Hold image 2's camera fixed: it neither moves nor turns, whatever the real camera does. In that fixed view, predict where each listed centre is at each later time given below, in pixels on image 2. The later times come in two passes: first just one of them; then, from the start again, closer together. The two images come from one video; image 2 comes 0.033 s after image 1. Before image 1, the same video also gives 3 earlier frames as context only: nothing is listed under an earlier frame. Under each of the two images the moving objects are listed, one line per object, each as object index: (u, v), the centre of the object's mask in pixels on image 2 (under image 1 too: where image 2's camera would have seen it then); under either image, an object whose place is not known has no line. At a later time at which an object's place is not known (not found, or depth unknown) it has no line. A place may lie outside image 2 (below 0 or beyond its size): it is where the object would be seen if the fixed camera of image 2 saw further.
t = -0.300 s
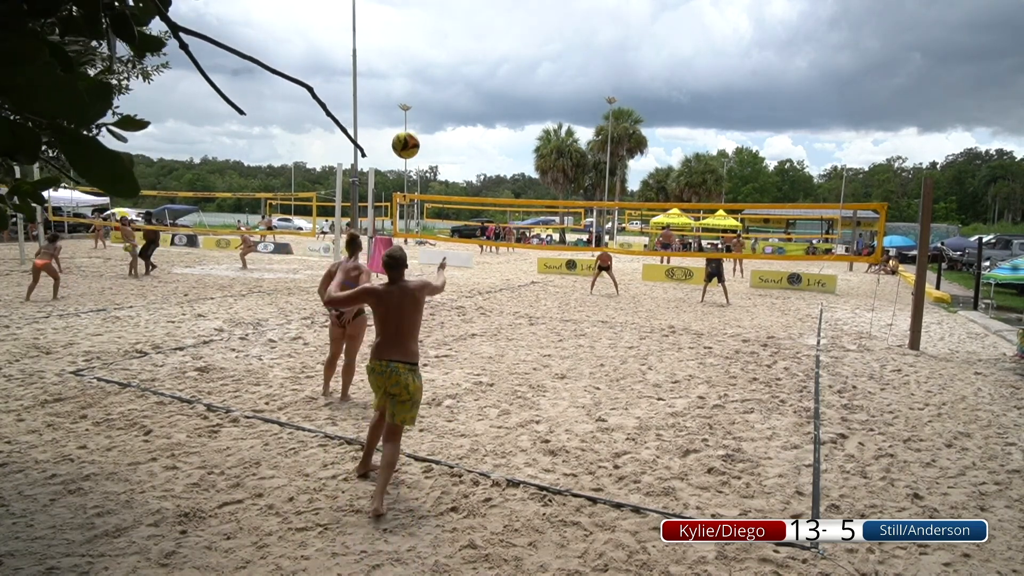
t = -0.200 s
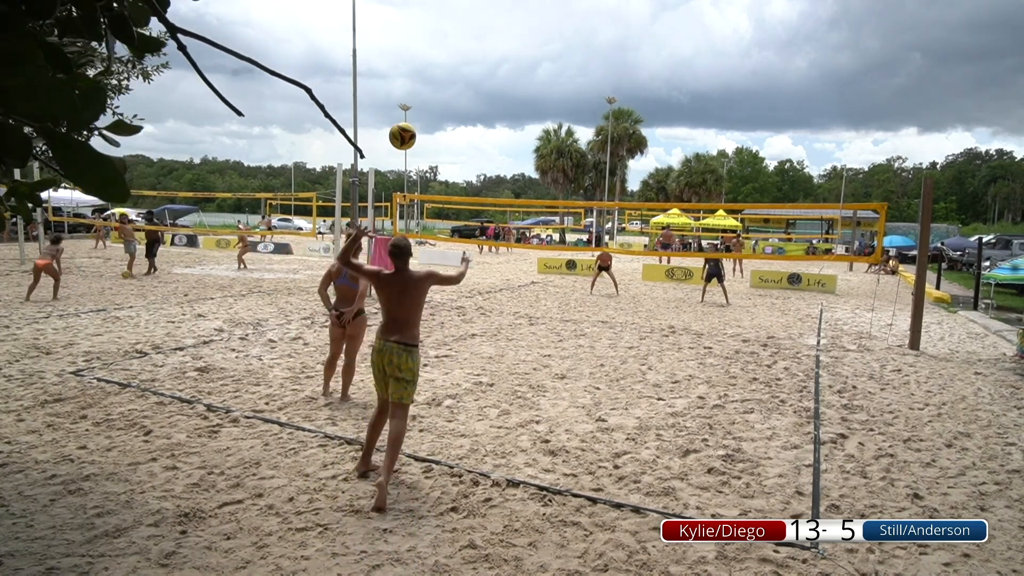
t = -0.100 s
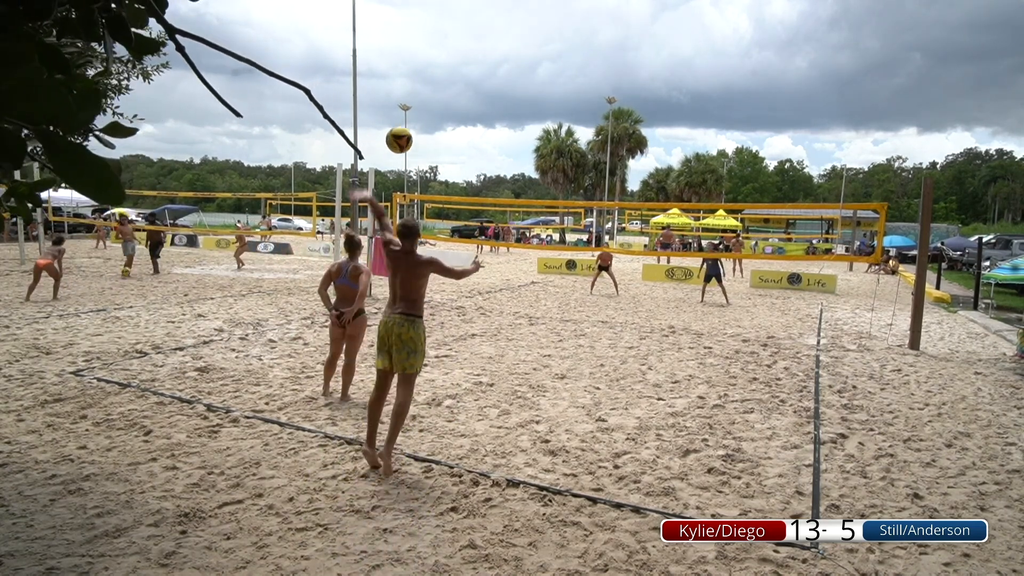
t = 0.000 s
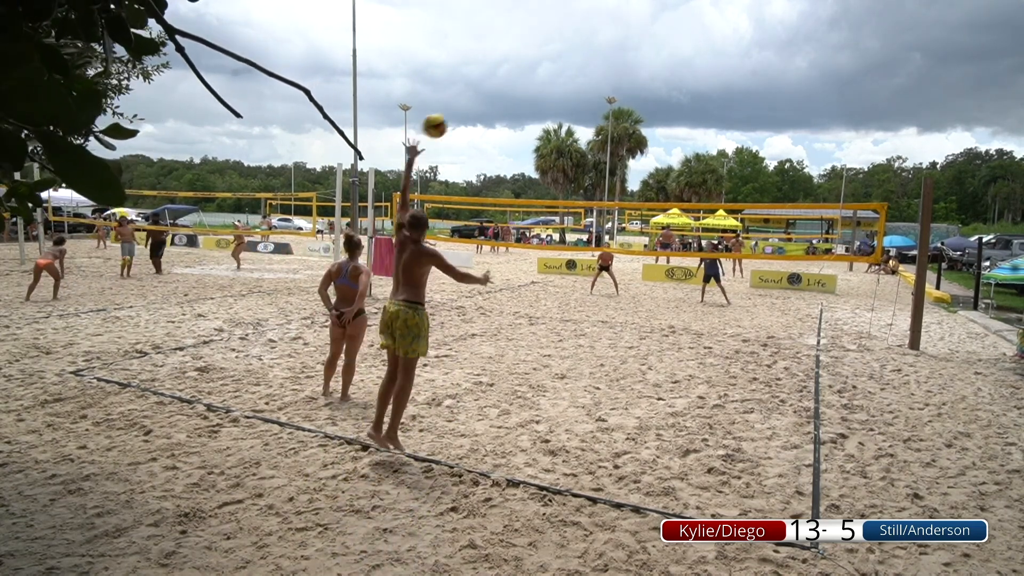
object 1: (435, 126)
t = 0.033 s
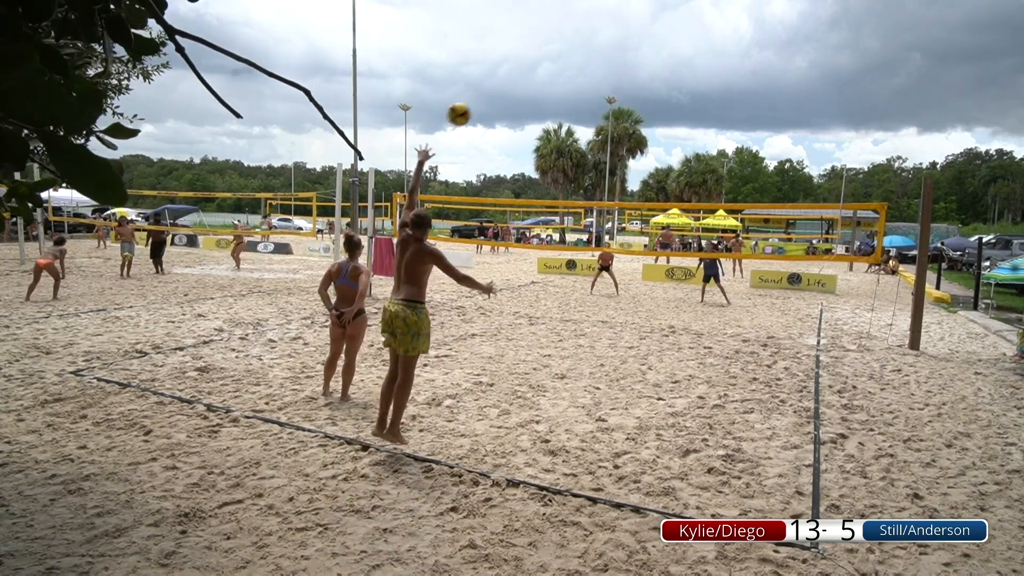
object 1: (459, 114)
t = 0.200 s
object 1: (550, 83)
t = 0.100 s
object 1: (501, 97)
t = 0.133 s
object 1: (519, 91)
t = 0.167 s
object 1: (535, 86)
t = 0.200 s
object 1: (550, 83)
